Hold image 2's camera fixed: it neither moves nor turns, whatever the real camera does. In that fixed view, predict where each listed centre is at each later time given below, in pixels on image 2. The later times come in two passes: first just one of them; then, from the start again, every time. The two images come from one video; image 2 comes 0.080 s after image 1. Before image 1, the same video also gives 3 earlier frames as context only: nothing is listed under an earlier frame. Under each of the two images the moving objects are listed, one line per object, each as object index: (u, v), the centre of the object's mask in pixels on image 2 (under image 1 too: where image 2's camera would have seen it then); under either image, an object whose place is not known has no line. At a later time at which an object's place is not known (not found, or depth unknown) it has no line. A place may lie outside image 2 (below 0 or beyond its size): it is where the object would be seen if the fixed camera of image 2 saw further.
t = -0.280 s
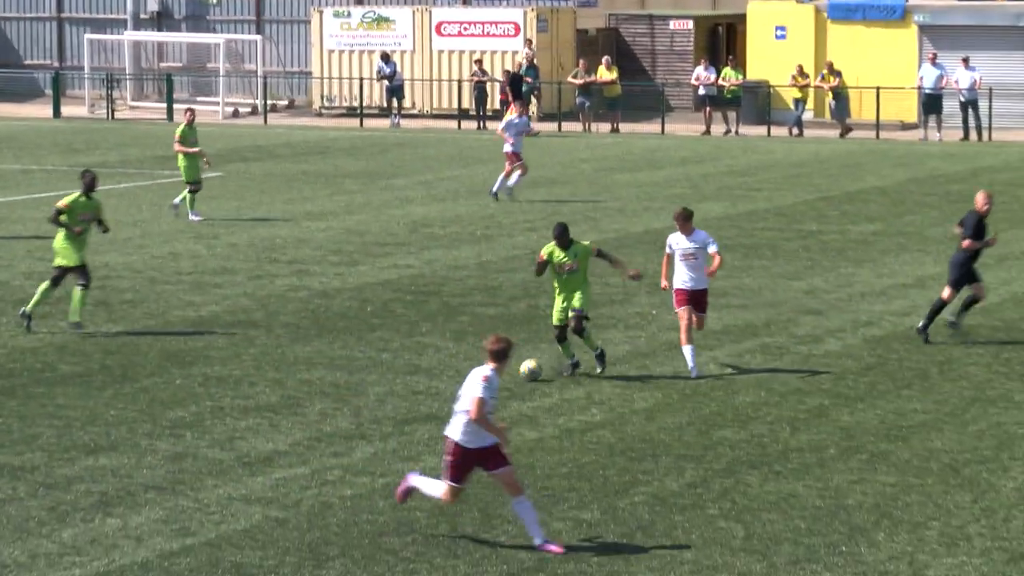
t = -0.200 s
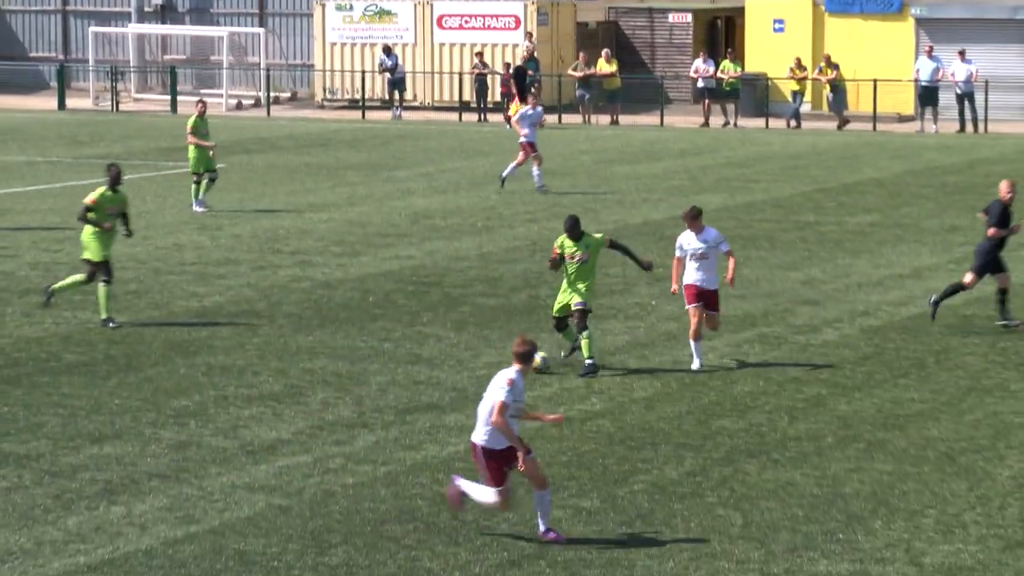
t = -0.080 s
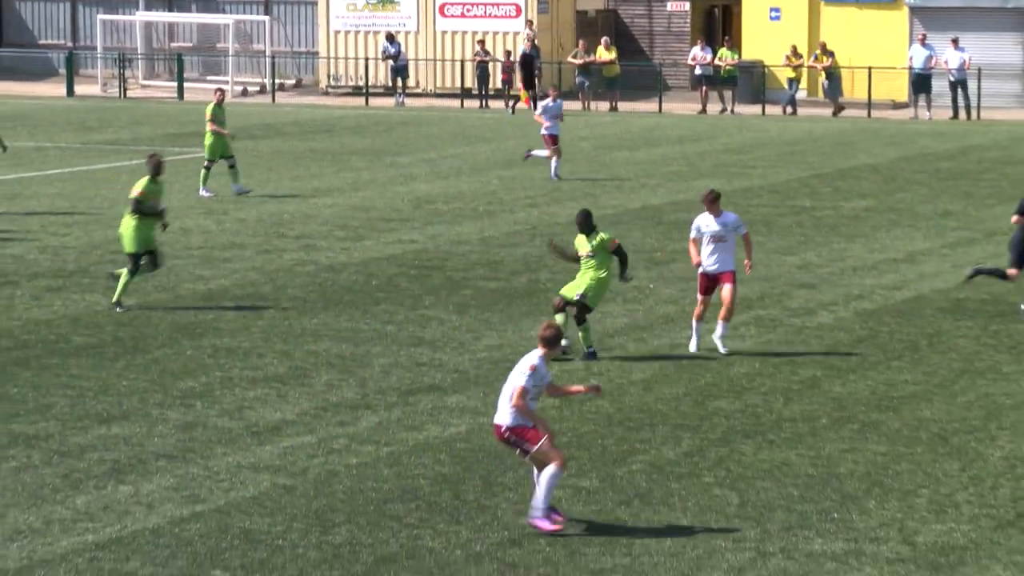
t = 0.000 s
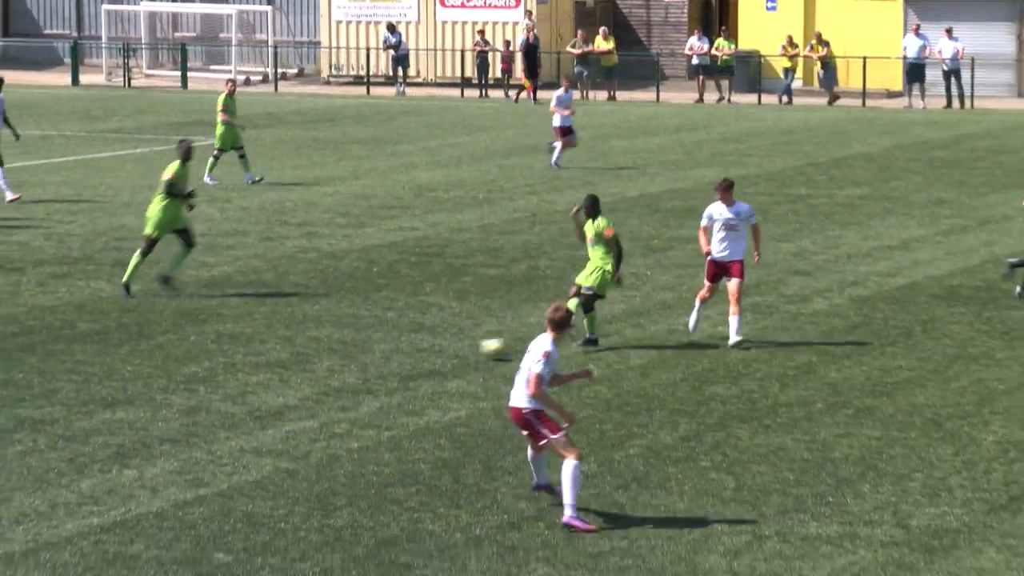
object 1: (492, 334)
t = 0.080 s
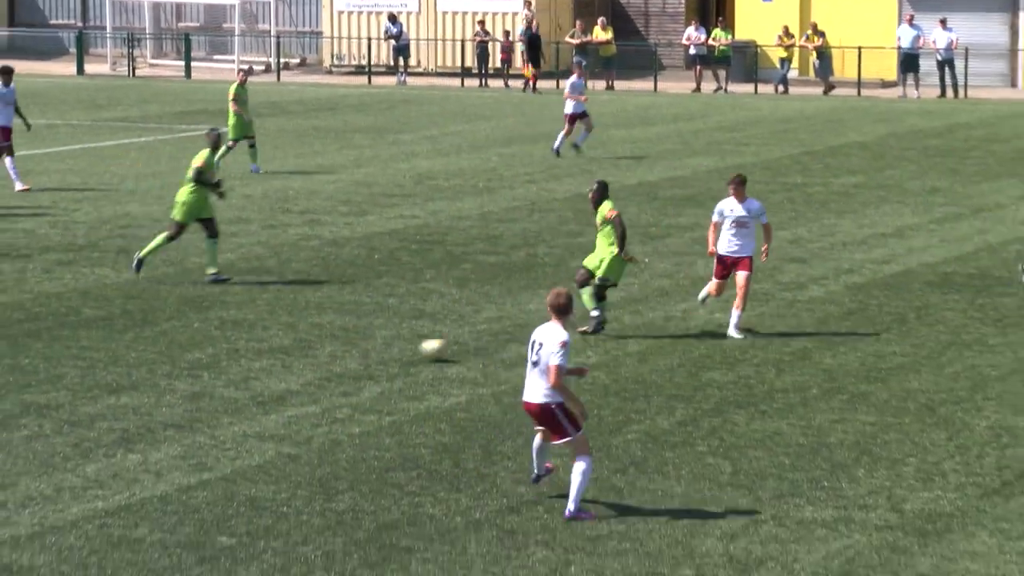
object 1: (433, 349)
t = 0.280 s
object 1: (280, 386)
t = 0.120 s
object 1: (403, 357)
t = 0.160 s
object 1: (371, 364)
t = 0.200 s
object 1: (342, 372)
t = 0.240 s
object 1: (312, 378)
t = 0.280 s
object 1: (280, 386)
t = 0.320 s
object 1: (251, 394)
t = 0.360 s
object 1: (217, 402)
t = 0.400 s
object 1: (186, 410)
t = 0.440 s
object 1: (155, 418)
